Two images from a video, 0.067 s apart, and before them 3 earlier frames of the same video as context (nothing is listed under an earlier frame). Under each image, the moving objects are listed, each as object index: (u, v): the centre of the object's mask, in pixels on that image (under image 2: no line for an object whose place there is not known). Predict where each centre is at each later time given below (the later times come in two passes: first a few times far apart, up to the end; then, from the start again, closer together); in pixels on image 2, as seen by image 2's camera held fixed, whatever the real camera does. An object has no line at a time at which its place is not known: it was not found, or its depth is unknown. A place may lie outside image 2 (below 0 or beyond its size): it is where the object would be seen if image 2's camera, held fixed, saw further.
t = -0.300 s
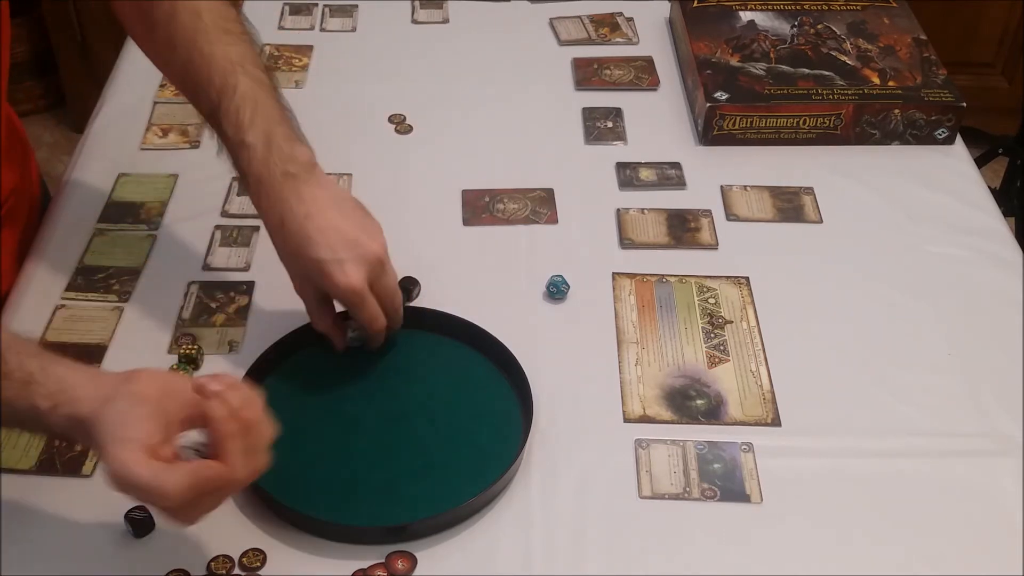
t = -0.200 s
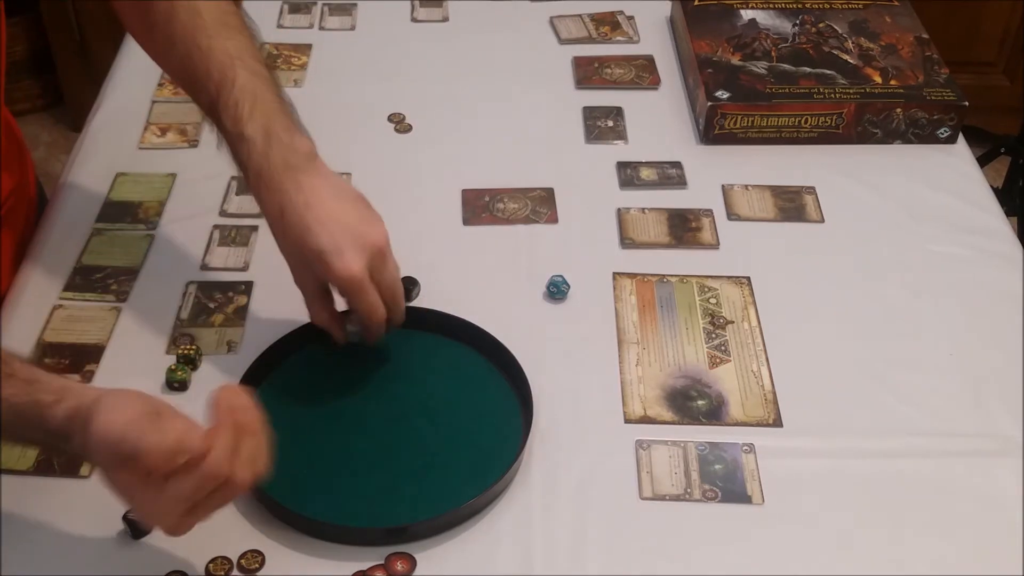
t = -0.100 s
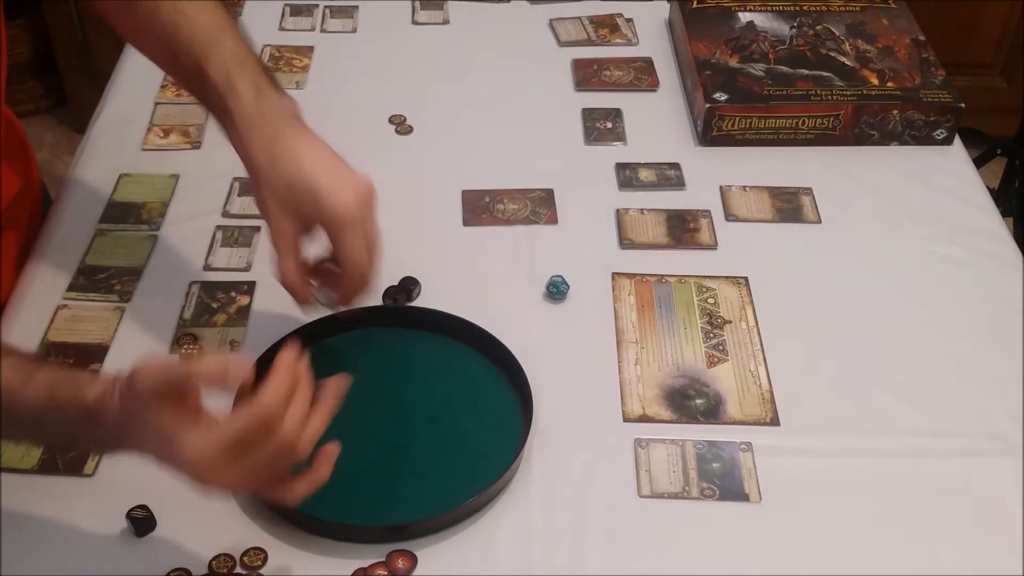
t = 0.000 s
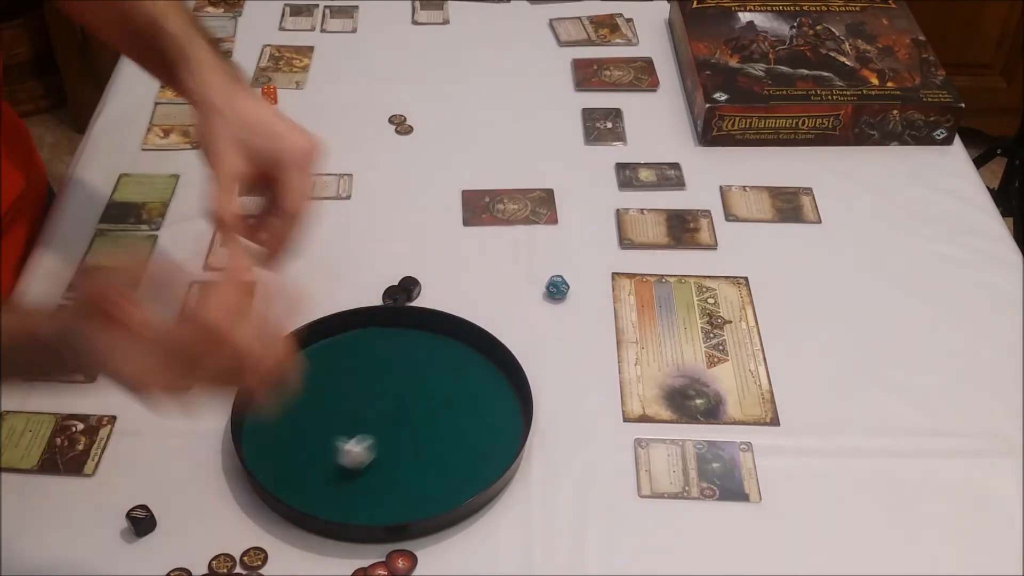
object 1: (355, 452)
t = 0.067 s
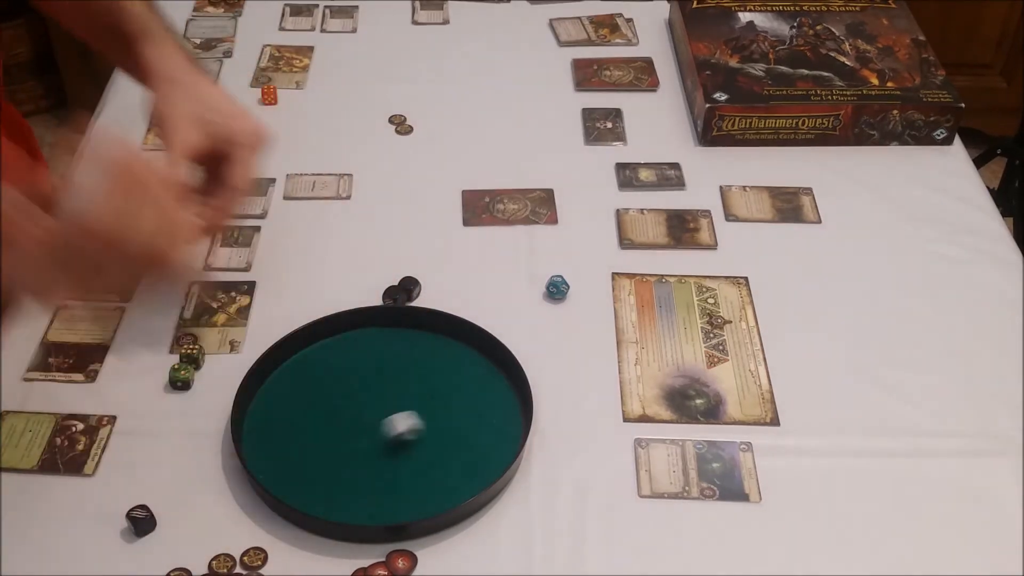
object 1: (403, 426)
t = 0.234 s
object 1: (506, 395)
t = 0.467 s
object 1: (502, 377)
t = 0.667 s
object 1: (489, 379)
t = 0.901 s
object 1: (489, 380)
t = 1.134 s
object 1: (489, 380)
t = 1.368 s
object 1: (488, 380)
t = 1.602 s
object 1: (489, 380)
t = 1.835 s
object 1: (488, 379)
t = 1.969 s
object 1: (489, 380)
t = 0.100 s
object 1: (427, 421)
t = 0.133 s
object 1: (450, 409)
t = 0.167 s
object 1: (471, 407)
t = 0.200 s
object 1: (491, 402)
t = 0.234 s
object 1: (506, 395)
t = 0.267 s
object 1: (510, 387)
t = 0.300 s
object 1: (508, 387)
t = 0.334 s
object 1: (507, 385)
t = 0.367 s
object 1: (505, 382)
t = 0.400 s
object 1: (505, 381)
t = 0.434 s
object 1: (503, 379)
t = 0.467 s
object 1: (502, 377)
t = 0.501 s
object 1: (501, 376)
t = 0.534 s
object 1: (500, 375)
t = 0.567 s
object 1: (497, 374)
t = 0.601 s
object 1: (494, 374)
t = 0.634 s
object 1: (490, 376)
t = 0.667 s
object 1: (489, 379)
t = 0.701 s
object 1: (489, 380)
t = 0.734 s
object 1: (488, 380)
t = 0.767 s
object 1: (489, 379)
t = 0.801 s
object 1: (488, 380)
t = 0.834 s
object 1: (489, 380)
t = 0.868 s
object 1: (488, 380)
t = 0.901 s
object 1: (489, 380)
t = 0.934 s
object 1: (489, 380)
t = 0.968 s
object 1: (489, 380)
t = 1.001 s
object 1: (489, 380)
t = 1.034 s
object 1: (489, 379)
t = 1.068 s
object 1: (489, 380)
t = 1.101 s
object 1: (489, 380)
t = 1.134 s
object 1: (489, 380)
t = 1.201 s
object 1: (489, 380)
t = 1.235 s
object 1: (489, 379)
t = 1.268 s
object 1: (488, 380)
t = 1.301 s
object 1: (489, 380)
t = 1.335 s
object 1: (488, 380)
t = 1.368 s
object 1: (488, 380)
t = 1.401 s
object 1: (489, 380)
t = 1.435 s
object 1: (489, 380)
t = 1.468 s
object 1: (489, 380)
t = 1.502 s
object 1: (489, 380)
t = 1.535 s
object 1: (489, 380)
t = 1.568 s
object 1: (489, 380)
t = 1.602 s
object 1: (489, 380)
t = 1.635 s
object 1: (488, 380)
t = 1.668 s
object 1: (489, 380)
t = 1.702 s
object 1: (489, 380)
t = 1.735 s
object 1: (489, 380)
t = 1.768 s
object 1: (488, 380)
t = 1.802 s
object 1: (488, 379)
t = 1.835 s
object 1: (488, 379)
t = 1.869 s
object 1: (489, 379)
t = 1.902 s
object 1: (489, 380)
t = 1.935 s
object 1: (489, 379)
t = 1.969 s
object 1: (489, 380)
